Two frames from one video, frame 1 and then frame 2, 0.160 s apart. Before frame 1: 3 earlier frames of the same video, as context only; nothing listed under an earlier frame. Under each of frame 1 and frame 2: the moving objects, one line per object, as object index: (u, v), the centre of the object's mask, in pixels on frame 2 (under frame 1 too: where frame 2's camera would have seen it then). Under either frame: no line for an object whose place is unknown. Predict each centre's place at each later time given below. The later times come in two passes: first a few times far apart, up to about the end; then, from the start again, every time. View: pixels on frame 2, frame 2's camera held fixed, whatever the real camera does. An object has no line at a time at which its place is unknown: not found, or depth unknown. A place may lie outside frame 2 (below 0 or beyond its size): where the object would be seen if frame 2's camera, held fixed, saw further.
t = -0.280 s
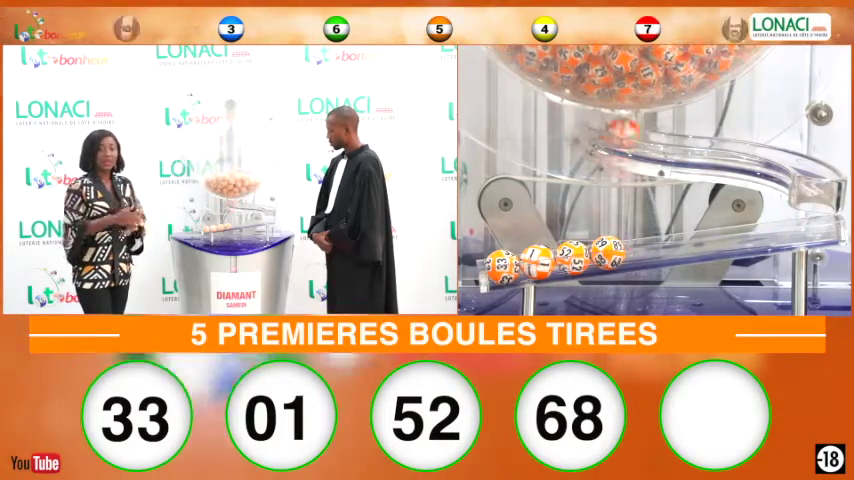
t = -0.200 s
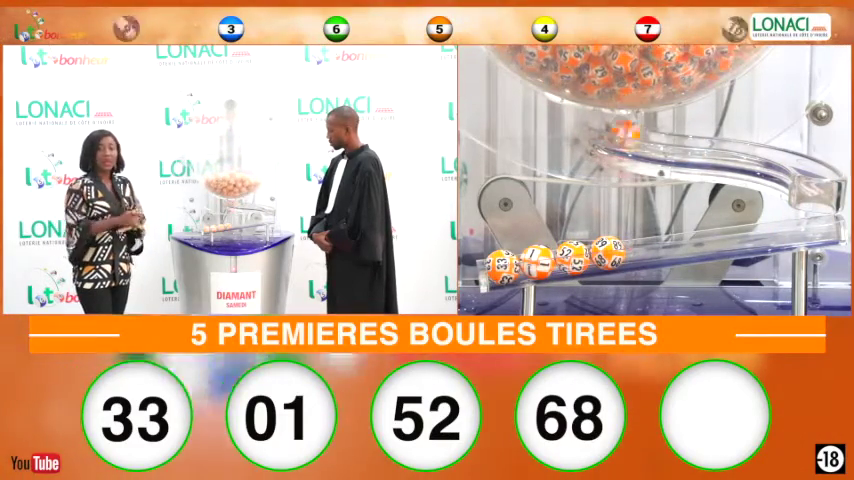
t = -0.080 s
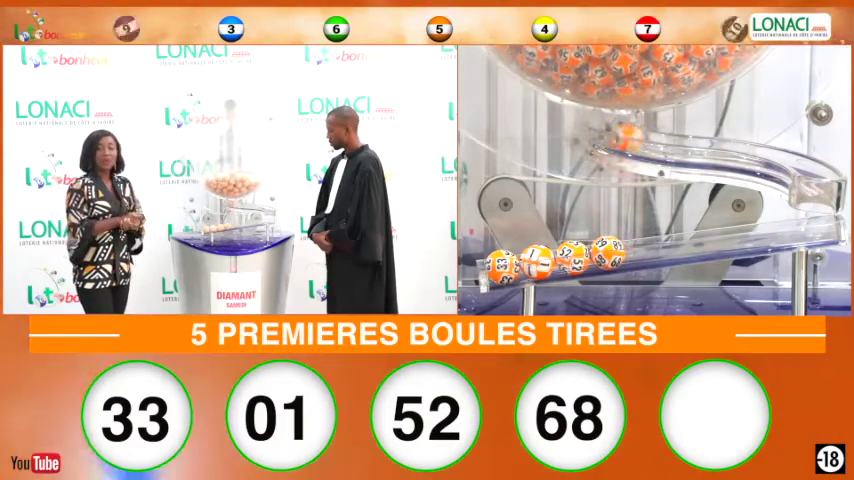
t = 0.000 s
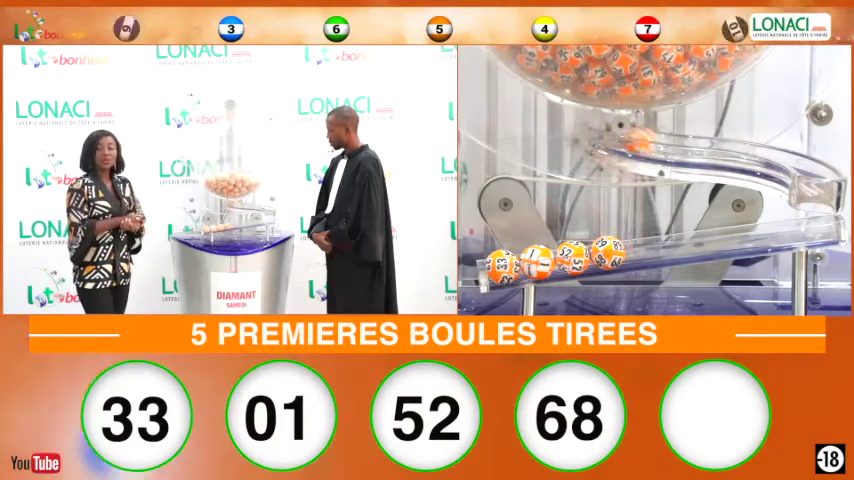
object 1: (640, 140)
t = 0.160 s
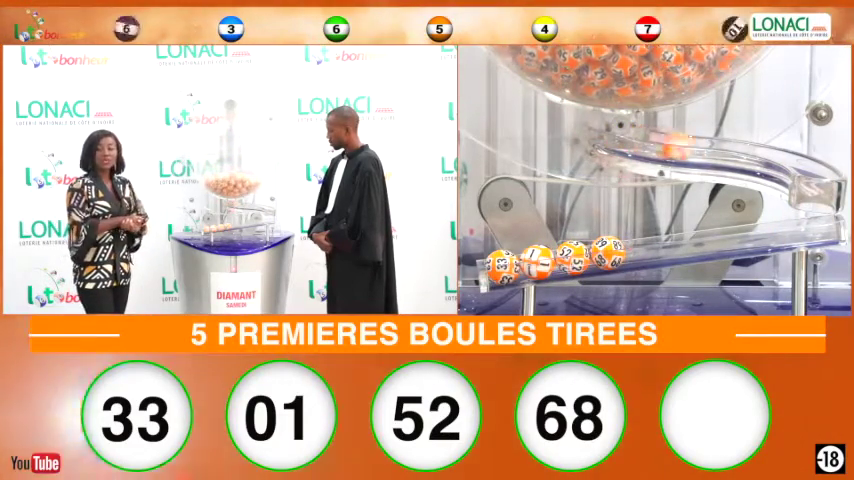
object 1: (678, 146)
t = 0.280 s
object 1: (709, 149)
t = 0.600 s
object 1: (808, 174)
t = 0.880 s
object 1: (806, 224)
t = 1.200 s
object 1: (767, 231)
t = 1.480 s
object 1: (682, 241)
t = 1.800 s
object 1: (642, 248)
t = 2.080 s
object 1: (642, 247)
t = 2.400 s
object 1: (642, 248)
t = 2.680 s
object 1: (642, 248)
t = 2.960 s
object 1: (642, 248)
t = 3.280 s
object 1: (642, 248)
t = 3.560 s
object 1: (642, 248)
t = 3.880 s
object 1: (642, 248)
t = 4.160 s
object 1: (642, 248)
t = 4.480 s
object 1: (642, 248)
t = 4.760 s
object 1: (642, 248)
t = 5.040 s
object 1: (642, 248)
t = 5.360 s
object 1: (642, 248)
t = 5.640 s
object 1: (642, 248)
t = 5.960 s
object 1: (642, 248)
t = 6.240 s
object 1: (642, 248)
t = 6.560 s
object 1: (642, 248)
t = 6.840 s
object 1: (642, 248)
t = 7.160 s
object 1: (642, 248)
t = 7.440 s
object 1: (642, 248)
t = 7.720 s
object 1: (642, 248)
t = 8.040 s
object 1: (642, 248)
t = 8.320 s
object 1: (642, 248)
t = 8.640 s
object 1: (642, 248)
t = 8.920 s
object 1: (642, 248)
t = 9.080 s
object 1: (642, 248)
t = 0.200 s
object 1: (687, 148)
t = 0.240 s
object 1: (698, 148)
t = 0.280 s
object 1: (709, 149)
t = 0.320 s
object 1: (720, 150)
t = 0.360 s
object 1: (732, 152)
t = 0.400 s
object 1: (745, 153)
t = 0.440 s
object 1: (759, 154)
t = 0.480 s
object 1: (769, 159)
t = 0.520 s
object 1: (784, 162)
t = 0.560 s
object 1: (800, 164)
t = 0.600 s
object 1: (808, 174)
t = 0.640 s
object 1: (816, 180)
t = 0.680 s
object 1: (819, 186)
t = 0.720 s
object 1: (815, 190)
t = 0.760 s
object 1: (815, 193)
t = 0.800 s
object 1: (816, 208)
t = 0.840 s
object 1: (809, 222)
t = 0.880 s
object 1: (806, 224)
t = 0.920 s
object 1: (802, 226)
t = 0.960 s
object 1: (800, 226)
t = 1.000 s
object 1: (798, 227)
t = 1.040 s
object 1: (795, 228)
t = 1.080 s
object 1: (787, 229)
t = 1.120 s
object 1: (783, 230)
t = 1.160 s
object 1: (774, 231)
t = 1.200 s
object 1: (767, 231)
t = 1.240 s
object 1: (759, 231)
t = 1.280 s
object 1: (749, 233)
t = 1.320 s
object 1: (738, 234)
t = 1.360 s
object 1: (725, 236)
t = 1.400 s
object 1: (712, 238)
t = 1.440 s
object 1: (697, 239)
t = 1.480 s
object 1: (682, 241)
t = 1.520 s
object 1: (666, 243)
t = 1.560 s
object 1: (649, 246)
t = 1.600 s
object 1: (643, 246)
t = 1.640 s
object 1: (645, 246)
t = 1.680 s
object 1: (645, 247)
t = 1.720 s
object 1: (644, 247)
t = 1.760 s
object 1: (642, 247)
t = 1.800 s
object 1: (642, 248)
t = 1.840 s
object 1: (642, 248)
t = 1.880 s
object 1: (642, 248)
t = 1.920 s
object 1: (642, 248)
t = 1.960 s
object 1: (642, 248)
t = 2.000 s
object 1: (642, 248)
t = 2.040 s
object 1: (642, 248)
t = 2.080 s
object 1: (642, 247)
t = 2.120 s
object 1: (642, 248)
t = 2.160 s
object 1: (642, 247)
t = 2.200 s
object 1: (642, 247)
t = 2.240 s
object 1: (642, 247)
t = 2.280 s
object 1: (642, 247)
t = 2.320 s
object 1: (642, 248)
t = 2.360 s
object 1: (642, 248)
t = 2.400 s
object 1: (642, 248)
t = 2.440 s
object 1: (642, 248)
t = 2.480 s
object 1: (642, 248)
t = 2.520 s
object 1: (642, 248)
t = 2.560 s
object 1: (642, 248)
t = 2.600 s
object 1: (642, 248)
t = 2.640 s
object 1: (642, 248)
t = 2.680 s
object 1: (642, 248)
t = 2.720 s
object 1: (642, 248)
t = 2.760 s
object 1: (642, 248)
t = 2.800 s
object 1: (642, 248)
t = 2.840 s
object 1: (642, 248)
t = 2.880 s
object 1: (642, 248)
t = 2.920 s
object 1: (642, 248)
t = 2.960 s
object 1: (642, 248)
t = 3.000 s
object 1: (642, 248)
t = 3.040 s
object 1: (642, 248)
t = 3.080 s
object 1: (642, 248)
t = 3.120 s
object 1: (642, 248)
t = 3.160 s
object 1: (642, 248)
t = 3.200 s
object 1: (642, 248)
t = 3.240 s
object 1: (642, 248)
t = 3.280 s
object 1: (642, 248)
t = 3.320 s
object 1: (642, 248)
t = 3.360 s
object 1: (642, 248)
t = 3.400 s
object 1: (642, 248)
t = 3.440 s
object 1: (642, 248)
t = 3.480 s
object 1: (642, 248)
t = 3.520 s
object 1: (642, 248)
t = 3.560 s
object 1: (642, 248)
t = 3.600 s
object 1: (642, 248)
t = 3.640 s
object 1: (642, 248)
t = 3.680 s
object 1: (642, 248)
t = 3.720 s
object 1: (642, 248)
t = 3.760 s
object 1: (642, 248)
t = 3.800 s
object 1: (642, 248)
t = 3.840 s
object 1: (642, 248)
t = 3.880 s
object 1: (642, 248)
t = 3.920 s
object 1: (642, 248)
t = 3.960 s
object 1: (642, 248)
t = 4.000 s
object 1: (642, 248)
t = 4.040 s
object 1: (642, 248)
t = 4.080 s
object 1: (642, 248)
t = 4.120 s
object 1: (642, 248)
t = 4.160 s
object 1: (642, 248)
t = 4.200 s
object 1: (642, 248)
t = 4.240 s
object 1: (642, 248)
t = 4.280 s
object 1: (642, 248)
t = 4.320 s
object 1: (642, 248)
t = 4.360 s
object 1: (642, 248)
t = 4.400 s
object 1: (642, 248)
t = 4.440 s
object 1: (642, 248)
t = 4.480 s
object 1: (642, 248)
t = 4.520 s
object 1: (642, 248)
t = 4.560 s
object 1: (642, 248)
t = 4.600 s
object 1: (642, 248)
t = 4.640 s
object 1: (642, 248)
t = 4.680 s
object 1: (642, 248)
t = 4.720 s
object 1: (642, 248)
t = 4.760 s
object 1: (642, 248)
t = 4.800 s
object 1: (642, 248)
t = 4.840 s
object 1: (642, 248)
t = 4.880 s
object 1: (642, 248)
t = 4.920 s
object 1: (642, 248)
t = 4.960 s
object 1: (642, 248)
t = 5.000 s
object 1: (642, 248)
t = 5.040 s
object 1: (642, 248)
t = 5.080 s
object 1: (642, 248)
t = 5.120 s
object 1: (642, 248)
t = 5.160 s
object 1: (642, 248)
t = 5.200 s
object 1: (642, 248)
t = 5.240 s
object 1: (642, 248)
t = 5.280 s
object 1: (642, 248)
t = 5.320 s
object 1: (642, 248)
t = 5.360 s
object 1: (642, 248)
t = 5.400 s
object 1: (642, 248)
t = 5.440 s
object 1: (642, 248)
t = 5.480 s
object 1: (642, 248)
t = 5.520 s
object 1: (642, 248)
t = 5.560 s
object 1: (642, 248)
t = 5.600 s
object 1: (642, 248)
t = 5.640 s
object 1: (642, 248)
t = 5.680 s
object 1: (642, 248)
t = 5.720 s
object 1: (642, 248)
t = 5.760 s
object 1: (642, 248)
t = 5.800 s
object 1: (642, 248)
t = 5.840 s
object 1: (642, 248)
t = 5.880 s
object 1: (642, 248)
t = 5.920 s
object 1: (642, 248)
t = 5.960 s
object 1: (642, 248)
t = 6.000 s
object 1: (642, 248)
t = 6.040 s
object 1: (642, 248)
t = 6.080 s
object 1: (642, 248)
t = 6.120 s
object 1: (642, 248)
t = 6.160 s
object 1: (642, 248)
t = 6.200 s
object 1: (642, 248)
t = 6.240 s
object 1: (642, 248)
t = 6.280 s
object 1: (642, 248)
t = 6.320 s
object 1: (642, 248)
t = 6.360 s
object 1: (642, 248)
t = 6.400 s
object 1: (642, 248)
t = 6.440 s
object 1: (642, 248)
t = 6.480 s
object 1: (642, 248)
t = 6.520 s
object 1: (642, 248)
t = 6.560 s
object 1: (642, 248)
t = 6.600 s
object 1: (642, 248)
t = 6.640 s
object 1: (642, 248)
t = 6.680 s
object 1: (642, 248)
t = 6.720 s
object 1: (642, 248)
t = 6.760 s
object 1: (642, 248)
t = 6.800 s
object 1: (642, 248)
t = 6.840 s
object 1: (642, 248)
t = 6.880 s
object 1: (642, 248)
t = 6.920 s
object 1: (642, 248)
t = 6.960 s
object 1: (642, 248)
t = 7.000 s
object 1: (642, 248)
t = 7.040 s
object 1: (642, 248)
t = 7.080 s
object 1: (642, 248)
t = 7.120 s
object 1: (642, 248)
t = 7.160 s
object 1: (642, 248)
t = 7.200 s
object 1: (642, 248)
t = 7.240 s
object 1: (642, 248)
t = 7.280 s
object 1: (642, 248)
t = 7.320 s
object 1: (642, 248)
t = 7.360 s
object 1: (642, 248)
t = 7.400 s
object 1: (642, 248)
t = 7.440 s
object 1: (642, 248)
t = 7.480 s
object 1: (642, 248)
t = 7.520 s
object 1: (642, 248)
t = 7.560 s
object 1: (642, 248)
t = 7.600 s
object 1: (642, 248)
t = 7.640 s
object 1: (642, 248)
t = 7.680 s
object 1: (642, 248)
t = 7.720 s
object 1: (642, 248)
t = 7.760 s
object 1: (642, 248)
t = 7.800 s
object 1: (642, 248)
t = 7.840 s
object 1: (642, 248)
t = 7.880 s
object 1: (642, 248)
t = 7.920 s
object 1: (642, 248)
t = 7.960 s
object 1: (642, 248)
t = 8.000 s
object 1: (642, 248)
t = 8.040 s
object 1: (642, 248)
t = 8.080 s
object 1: (642, 248)
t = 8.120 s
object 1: (642, 248)
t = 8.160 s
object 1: (642, 248)
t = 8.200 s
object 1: (642, 248)
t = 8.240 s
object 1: (642, 248)
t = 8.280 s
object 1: (642, 248)
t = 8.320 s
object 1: (642, 248)
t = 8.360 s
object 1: (642, 248)
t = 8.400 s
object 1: (642, 248)
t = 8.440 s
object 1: (642, 248)
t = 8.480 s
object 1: (642, 248)
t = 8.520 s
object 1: (642, 248)
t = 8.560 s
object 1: (642, 248)
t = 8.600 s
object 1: (642, 248)
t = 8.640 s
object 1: (642, 248)
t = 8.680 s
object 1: (642, 248)
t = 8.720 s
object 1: (642, 248)
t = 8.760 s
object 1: (642, 248)
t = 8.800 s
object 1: (642, 248)
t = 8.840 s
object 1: (642, 248)
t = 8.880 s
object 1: (642, 248)
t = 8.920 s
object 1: (642, 248)
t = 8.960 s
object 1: (642, 248)
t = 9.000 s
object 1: (642, 248)
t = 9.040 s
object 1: (642, 248)
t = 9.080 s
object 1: (642, 248)
